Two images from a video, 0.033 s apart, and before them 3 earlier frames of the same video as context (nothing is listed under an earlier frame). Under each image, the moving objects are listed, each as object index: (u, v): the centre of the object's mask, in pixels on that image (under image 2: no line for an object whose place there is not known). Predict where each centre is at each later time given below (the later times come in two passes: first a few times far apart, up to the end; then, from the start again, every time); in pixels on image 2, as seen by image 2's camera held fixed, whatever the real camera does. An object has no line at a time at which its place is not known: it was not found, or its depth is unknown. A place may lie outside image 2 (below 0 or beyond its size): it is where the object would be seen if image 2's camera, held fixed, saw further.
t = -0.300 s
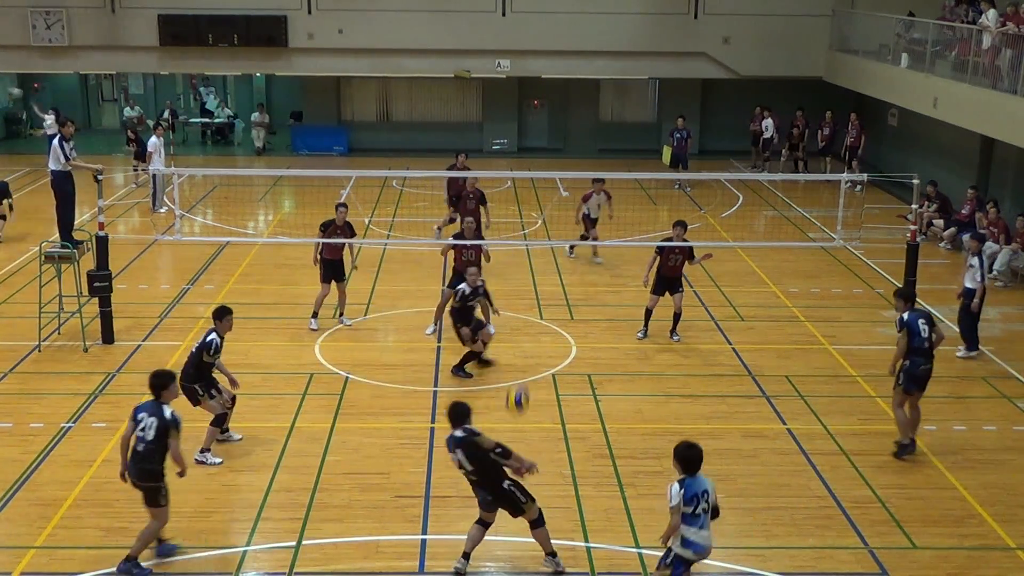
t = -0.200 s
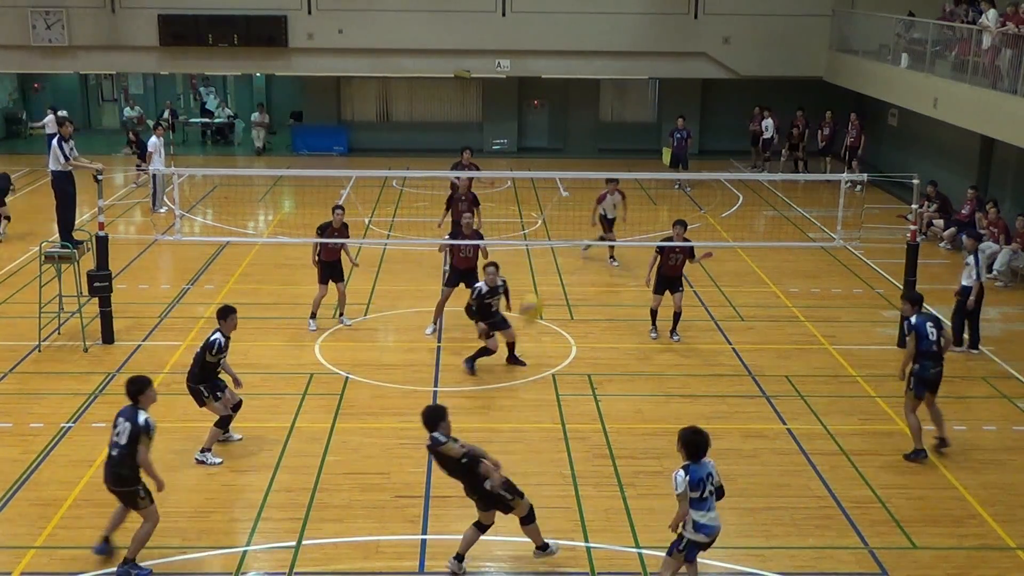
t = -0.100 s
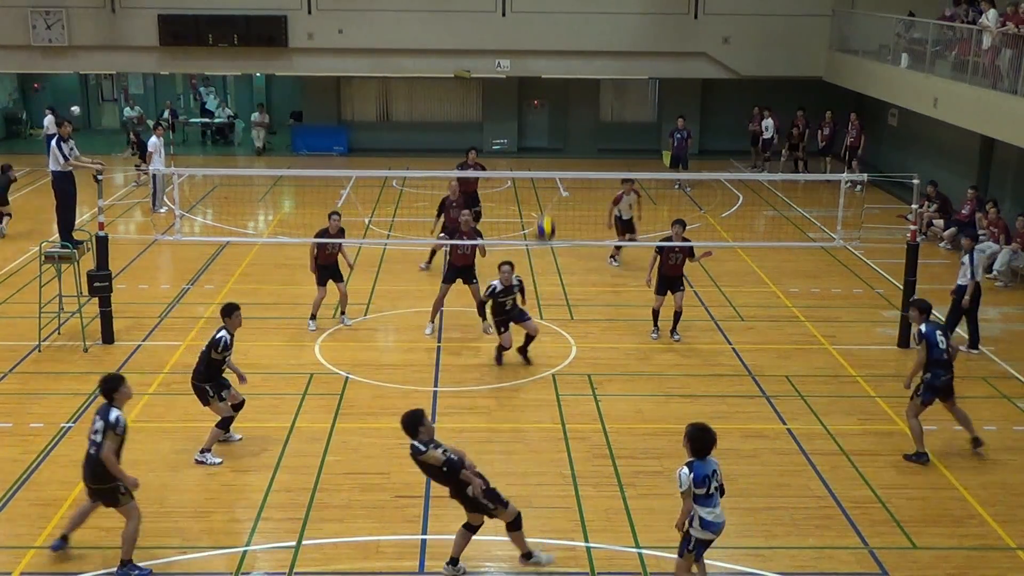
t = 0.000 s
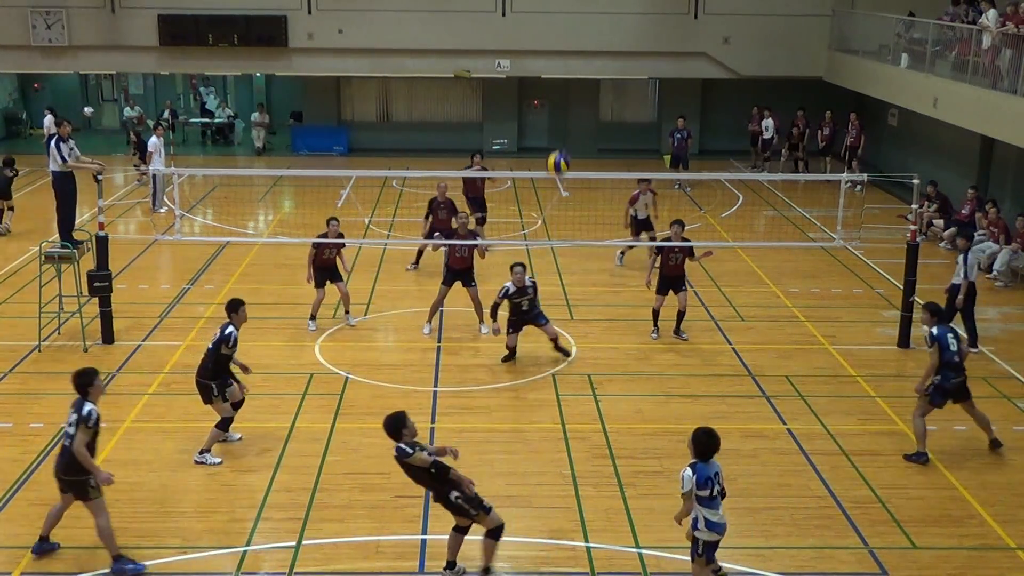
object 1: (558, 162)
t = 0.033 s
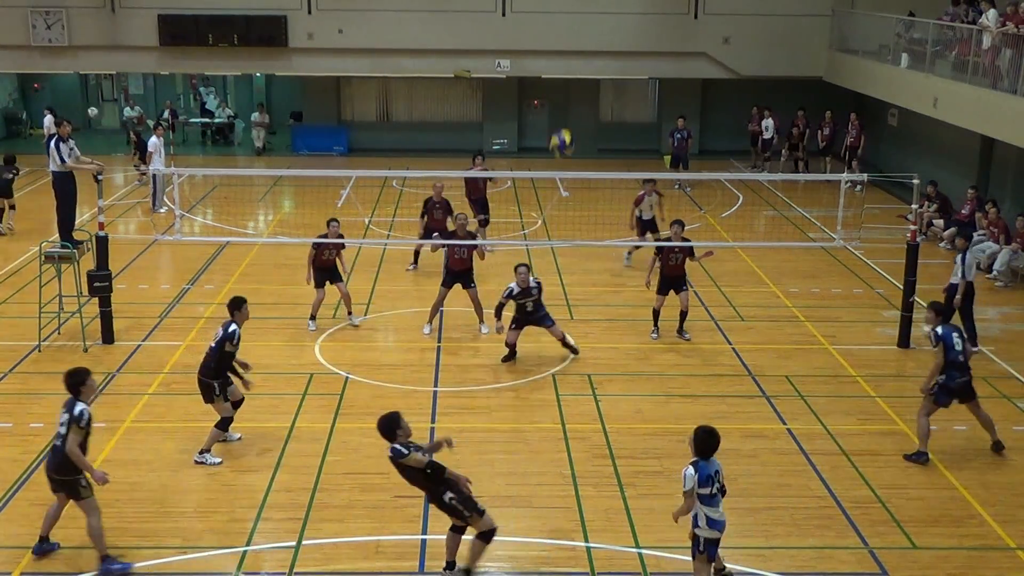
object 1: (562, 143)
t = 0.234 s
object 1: (588, 55)
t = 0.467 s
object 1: (616, 11)
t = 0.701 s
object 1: (641, 24)
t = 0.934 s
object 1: (662, 89)
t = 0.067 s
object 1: (567, 125)
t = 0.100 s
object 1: (571, 110)
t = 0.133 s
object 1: (575, 95)
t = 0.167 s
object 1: (580, 80)
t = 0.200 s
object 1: (584, 65)
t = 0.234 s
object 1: (588, 55)
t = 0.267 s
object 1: (592, 45)
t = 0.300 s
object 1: (597, 37)
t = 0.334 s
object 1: (601, 28)
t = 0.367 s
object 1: (604, 22)
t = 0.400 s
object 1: (609, 17)
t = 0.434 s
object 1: (613, 13)
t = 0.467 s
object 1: (616, 11)
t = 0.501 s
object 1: (620, 9)
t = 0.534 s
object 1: (623, 9)
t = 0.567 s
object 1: (628, 10)
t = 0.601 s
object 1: (631, 12)
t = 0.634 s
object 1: (634, 14)
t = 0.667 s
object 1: (637, 19)
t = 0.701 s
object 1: (641, 24)
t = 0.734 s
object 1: (644, 31)
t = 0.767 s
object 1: (648, 37)
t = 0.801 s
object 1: (650, 45)
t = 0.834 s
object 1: (653, 55)
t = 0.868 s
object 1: (656, 66)
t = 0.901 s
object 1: (659, 78)
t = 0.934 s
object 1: (662, 89)
